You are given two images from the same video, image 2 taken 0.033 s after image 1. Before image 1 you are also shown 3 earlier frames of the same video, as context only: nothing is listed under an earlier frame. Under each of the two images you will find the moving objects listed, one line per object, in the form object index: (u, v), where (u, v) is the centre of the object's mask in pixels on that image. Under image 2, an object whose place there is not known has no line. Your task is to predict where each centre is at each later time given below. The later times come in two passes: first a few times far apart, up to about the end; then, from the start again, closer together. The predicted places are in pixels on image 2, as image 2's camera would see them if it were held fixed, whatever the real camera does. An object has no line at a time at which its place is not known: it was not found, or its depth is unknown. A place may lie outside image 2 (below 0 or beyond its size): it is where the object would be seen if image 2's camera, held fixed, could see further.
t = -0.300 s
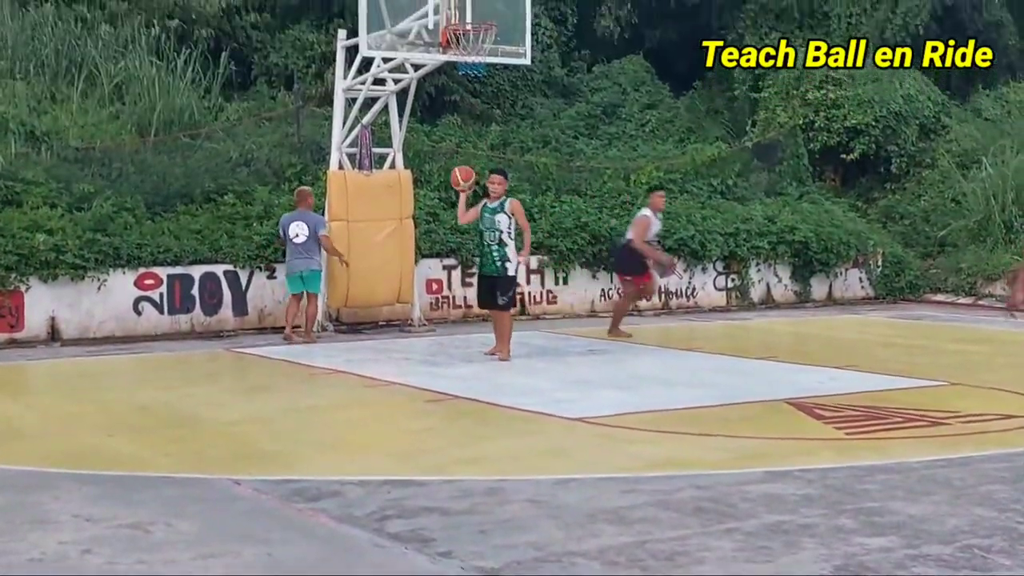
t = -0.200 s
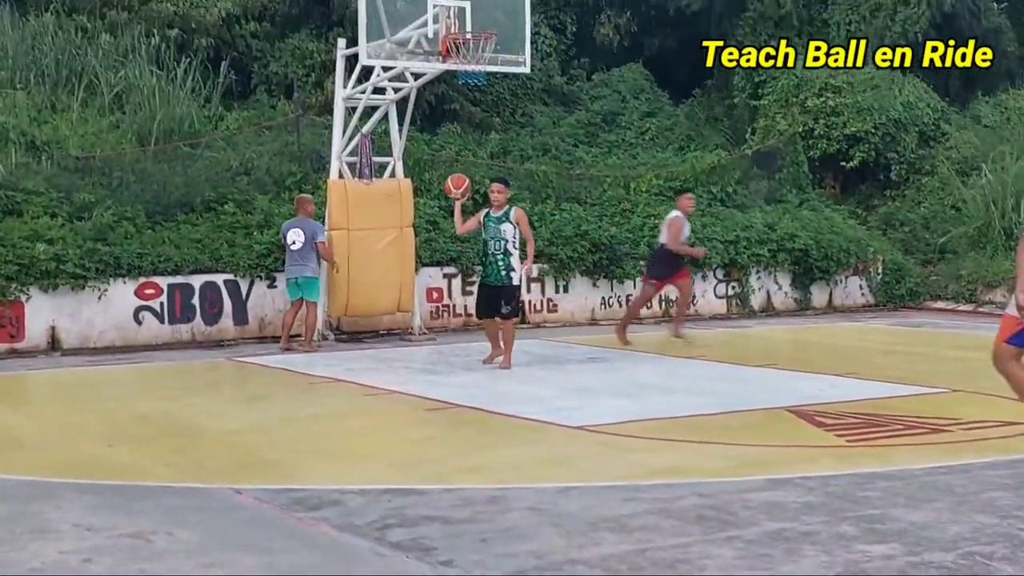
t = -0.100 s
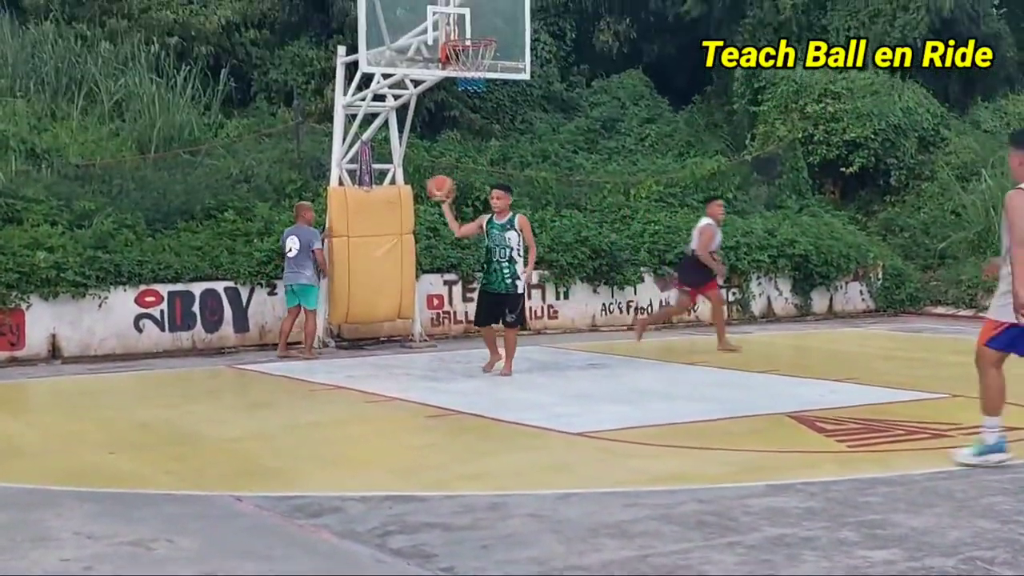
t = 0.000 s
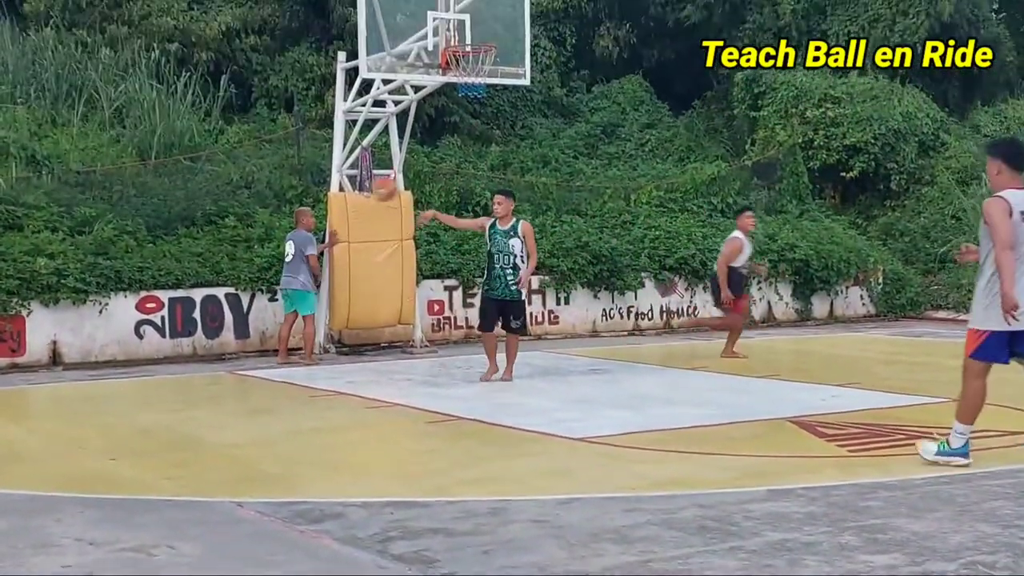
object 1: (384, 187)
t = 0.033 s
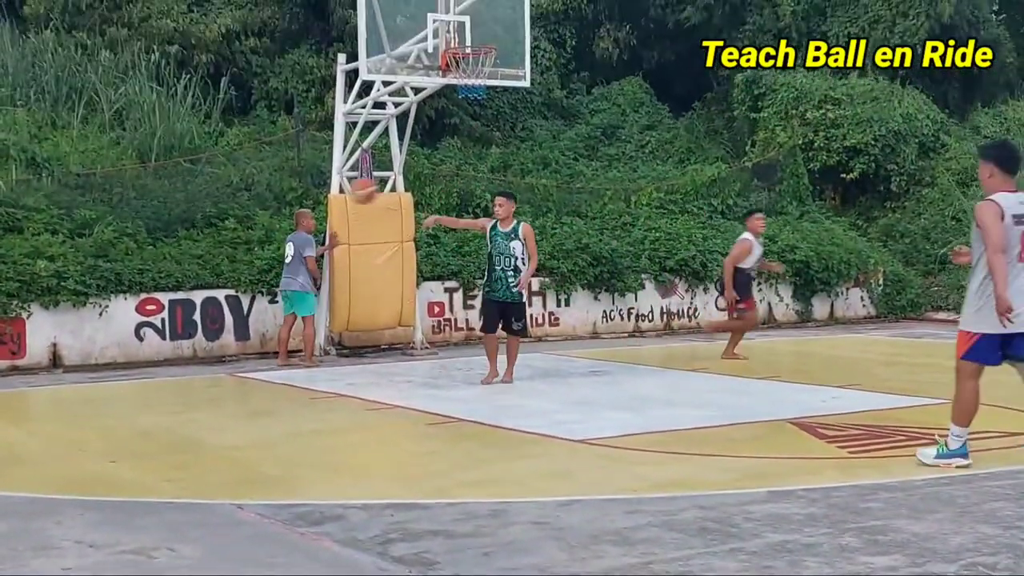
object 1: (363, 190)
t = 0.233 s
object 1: (228, 225)
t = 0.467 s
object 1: (53, 335)
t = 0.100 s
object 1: (318, 197)
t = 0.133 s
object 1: (297, 201)
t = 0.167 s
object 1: (275, 207)
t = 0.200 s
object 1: (252, 215)
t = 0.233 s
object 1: (228, 225)
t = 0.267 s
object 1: (204, 236)
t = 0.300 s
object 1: (180, 247)
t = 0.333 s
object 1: (155, 261)
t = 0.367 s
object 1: (130, 277)
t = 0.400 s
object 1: (105, 294)
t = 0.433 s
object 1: (80, 312)
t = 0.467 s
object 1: (53, 335)
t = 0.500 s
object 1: (26, 360)
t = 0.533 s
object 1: (1, 381)
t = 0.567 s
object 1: (-18, 408)
